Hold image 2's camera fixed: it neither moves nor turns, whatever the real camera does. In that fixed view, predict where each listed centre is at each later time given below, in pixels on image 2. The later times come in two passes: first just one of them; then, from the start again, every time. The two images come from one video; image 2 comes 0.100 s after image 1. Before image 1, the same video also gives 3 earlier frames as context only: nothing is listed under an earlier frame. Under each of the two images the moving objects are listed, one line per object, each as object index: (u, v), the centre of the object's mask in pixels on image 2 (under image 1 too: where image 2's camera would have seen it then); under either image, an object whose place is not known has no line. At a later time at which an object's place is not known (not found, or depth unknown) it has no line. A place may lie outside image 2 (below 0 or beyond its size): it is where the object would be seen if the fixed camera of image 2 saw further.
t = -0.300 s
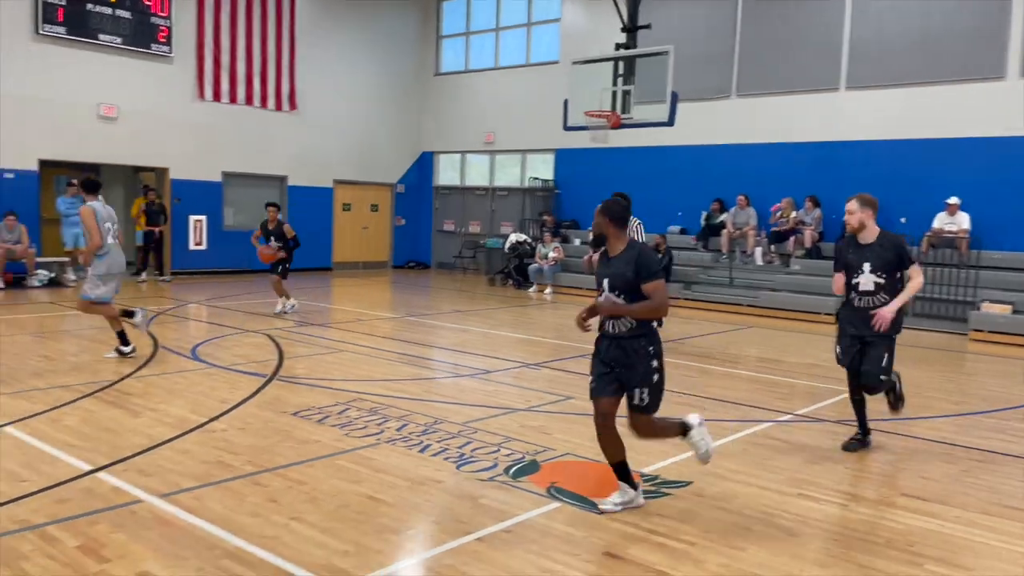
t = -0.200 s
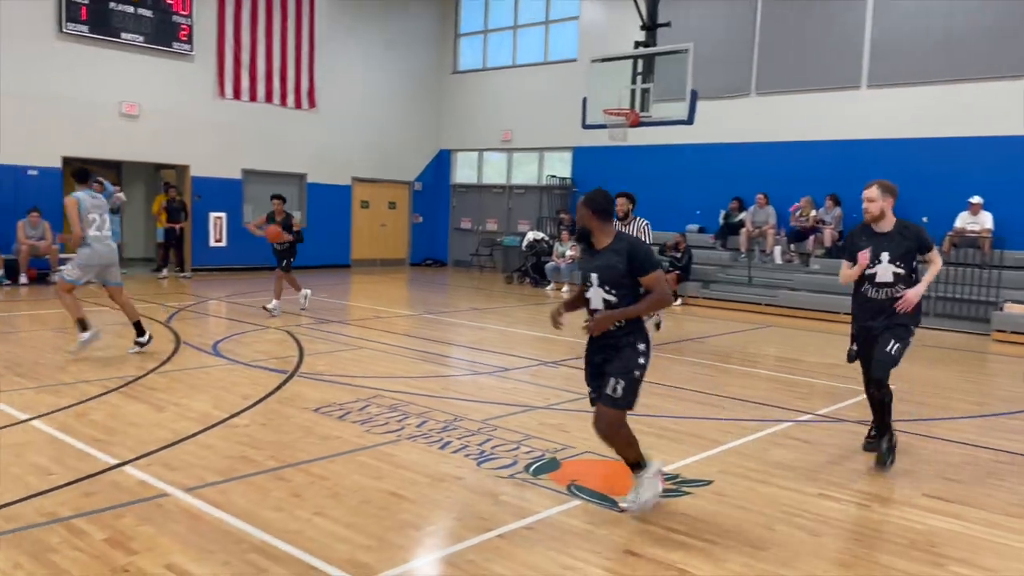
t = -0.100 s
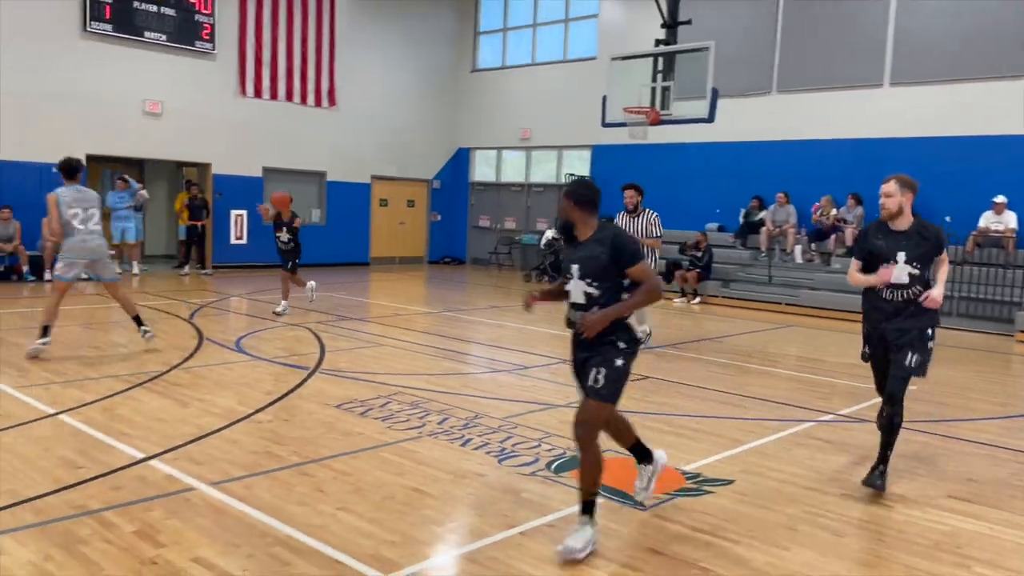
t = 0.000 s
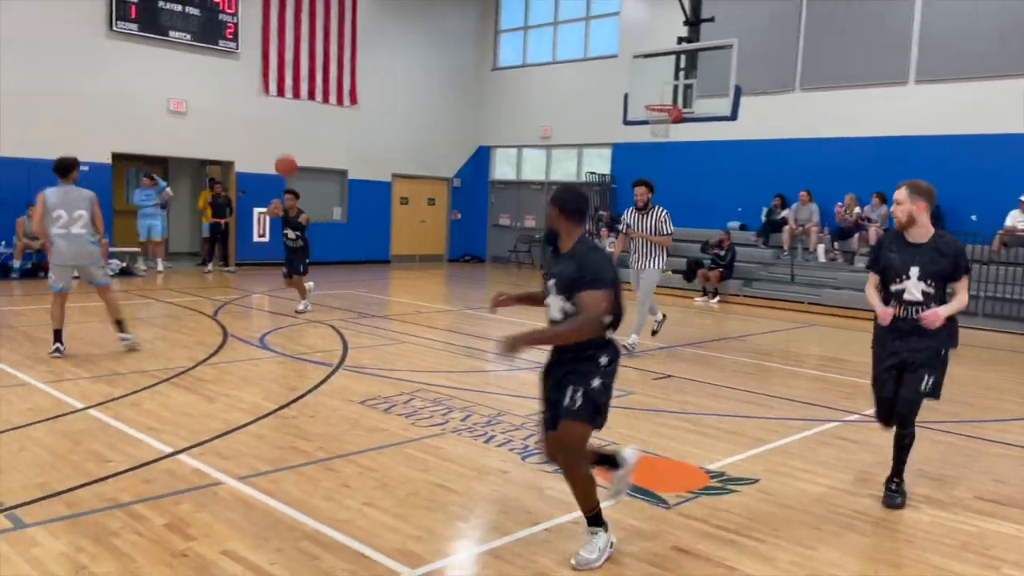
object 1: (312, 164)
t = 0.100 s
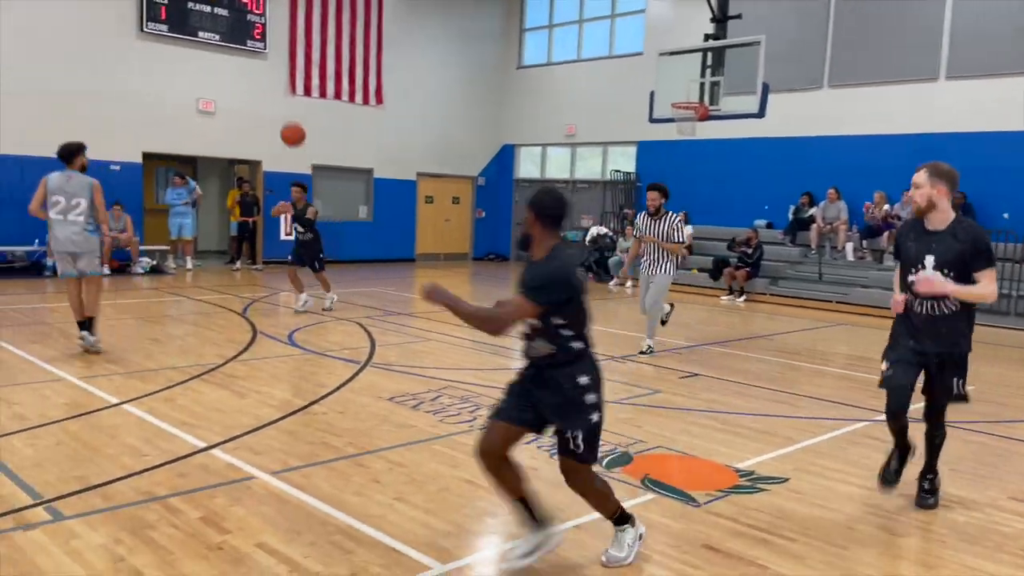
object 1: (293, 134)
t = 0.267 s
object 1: (248, 89)
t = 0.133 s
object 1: (285, 125)
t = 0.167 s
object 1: (278, 115)
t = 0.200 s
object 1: (268, 106)
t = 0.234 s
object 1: (259, 97)
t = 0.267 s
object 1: (248, 89)
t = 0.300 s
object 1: (236, 81)
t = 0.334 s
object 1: (223, 74)
